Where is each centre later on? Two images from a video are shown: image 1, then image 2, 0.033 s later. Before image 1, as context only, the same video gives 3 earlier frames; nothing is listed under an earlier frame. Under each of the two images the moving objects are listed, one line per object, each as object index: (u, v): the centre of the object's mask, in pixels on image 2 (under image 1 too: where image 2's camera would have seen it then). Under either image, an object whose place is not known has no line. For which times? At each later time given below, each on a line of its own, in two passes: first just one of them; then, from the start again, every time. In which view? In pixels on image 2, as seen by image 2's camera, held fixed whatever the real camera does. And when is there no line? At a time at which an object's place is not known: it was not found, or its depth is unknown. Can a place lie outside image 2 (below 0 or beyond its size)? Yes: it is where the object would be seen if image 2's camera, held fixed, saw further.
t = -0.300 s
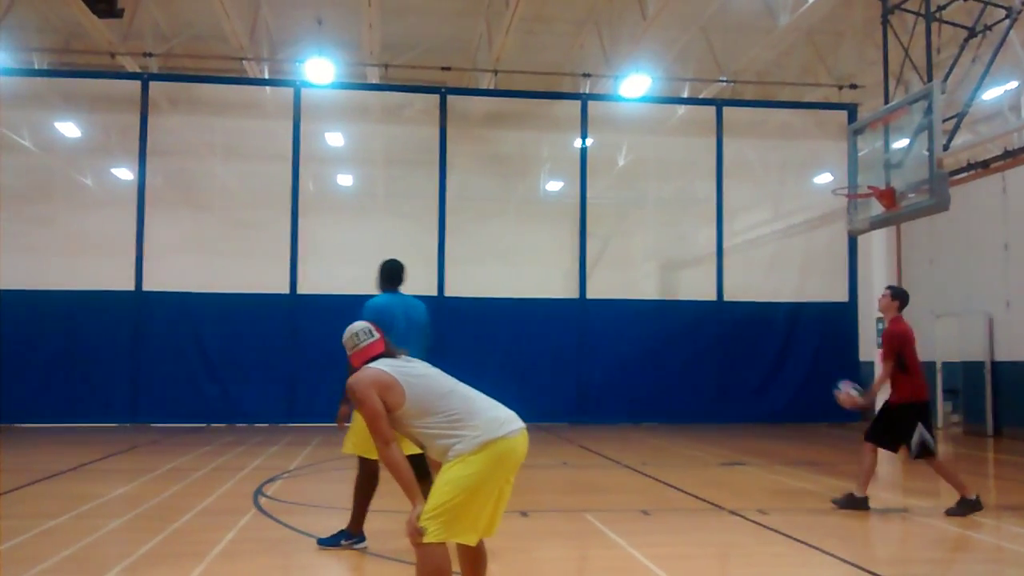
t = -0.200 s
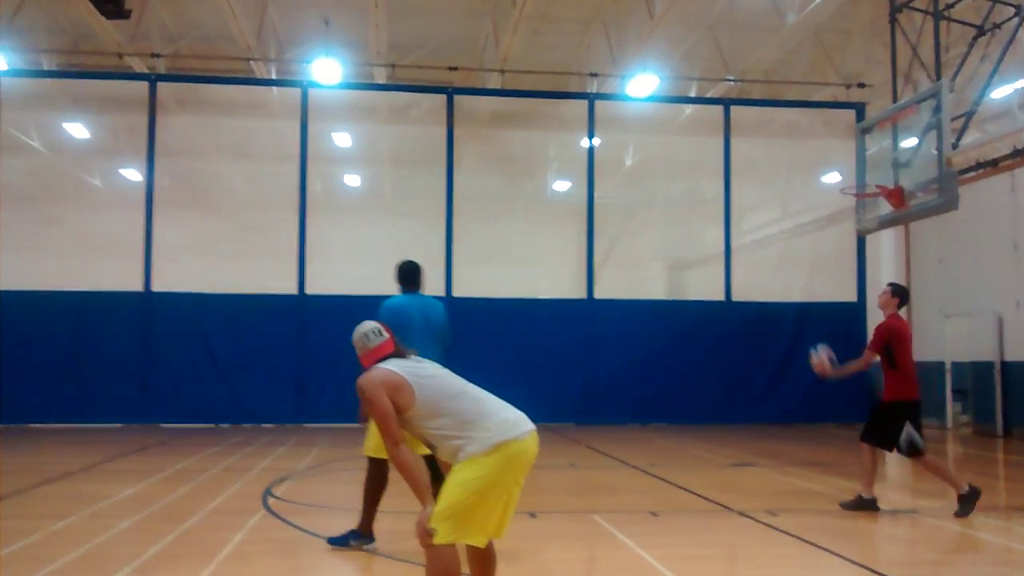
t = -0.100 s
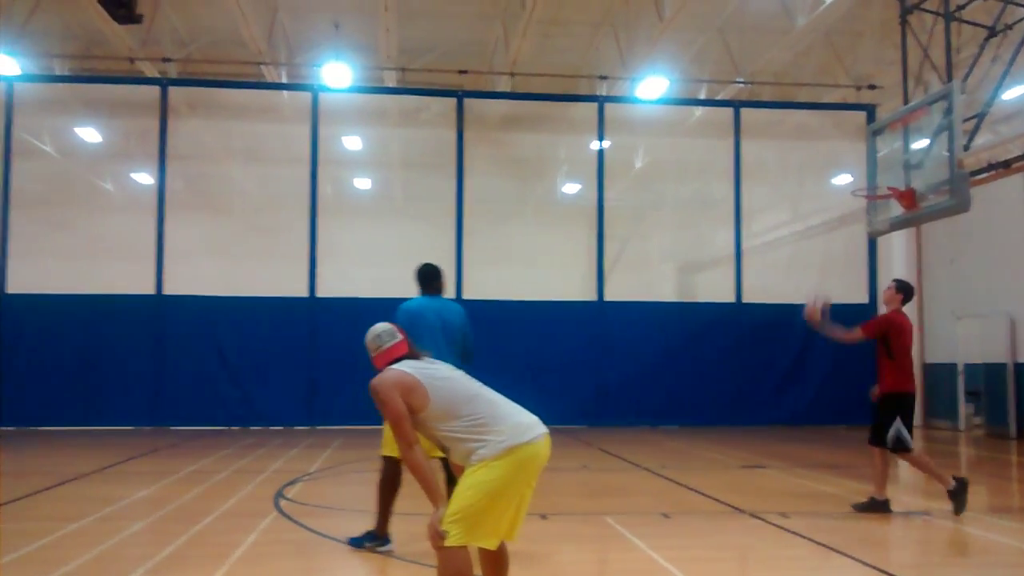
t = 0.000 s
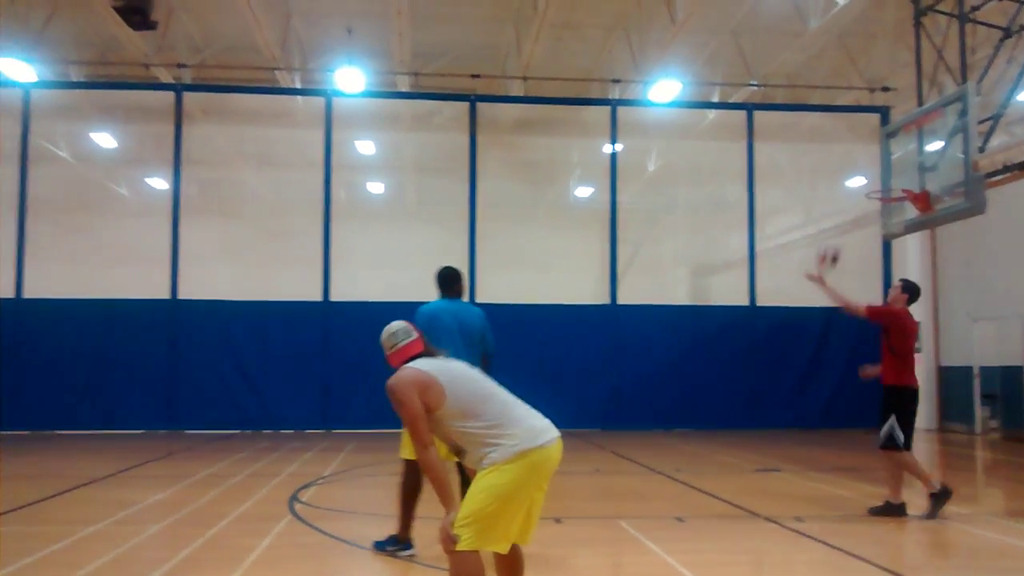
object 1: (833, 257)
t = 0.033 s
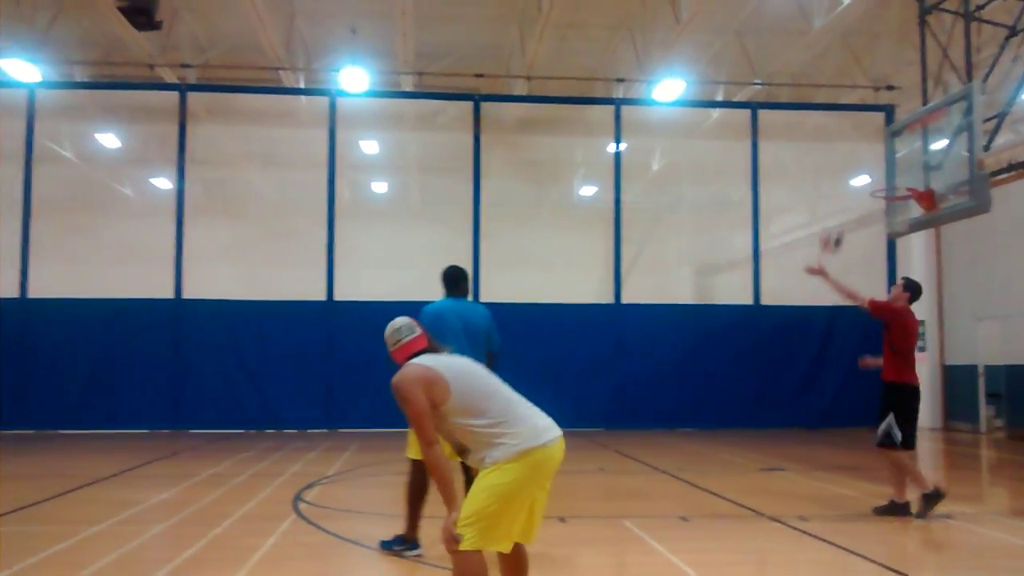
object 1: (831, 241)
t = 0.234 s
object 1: (826, 176)
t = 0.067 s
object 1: (831, 227)
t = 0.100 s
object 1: (829, 215)
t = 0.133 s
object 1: (829, 203)
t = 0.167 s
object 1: (827, 193)
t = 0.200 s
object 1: (827, 184)
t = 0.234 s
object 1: (826, 176)
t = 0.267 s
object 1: (825, 170)
